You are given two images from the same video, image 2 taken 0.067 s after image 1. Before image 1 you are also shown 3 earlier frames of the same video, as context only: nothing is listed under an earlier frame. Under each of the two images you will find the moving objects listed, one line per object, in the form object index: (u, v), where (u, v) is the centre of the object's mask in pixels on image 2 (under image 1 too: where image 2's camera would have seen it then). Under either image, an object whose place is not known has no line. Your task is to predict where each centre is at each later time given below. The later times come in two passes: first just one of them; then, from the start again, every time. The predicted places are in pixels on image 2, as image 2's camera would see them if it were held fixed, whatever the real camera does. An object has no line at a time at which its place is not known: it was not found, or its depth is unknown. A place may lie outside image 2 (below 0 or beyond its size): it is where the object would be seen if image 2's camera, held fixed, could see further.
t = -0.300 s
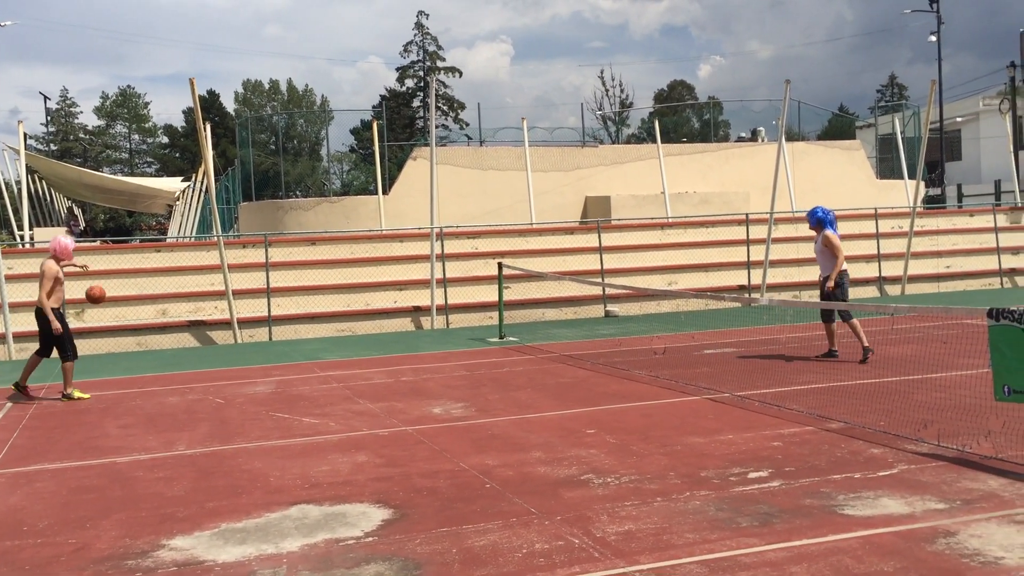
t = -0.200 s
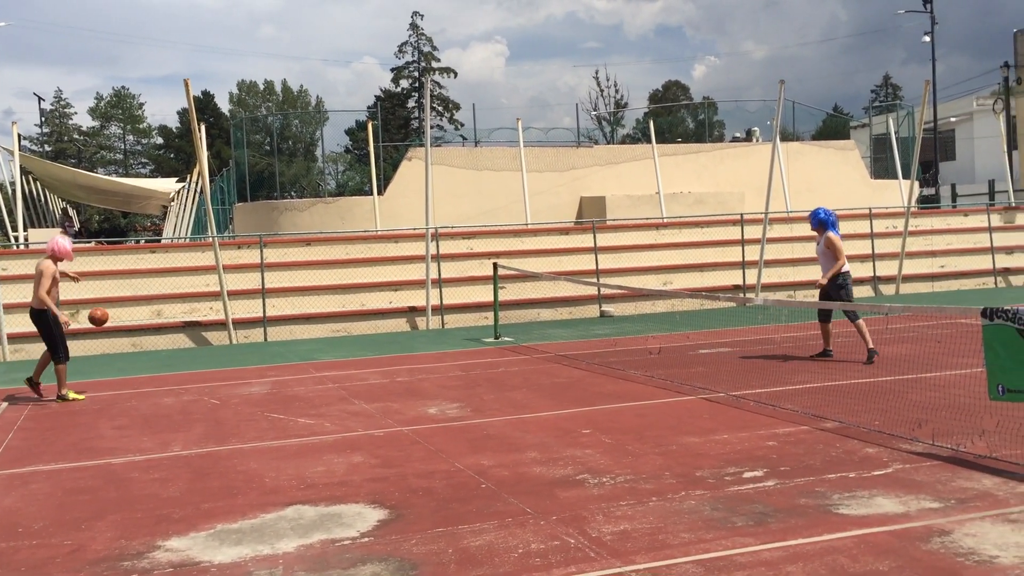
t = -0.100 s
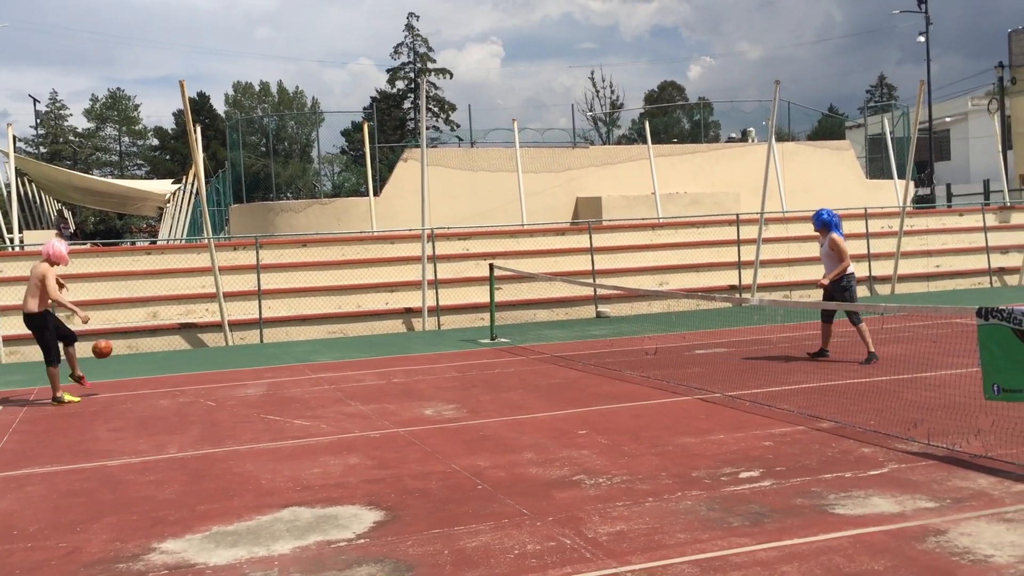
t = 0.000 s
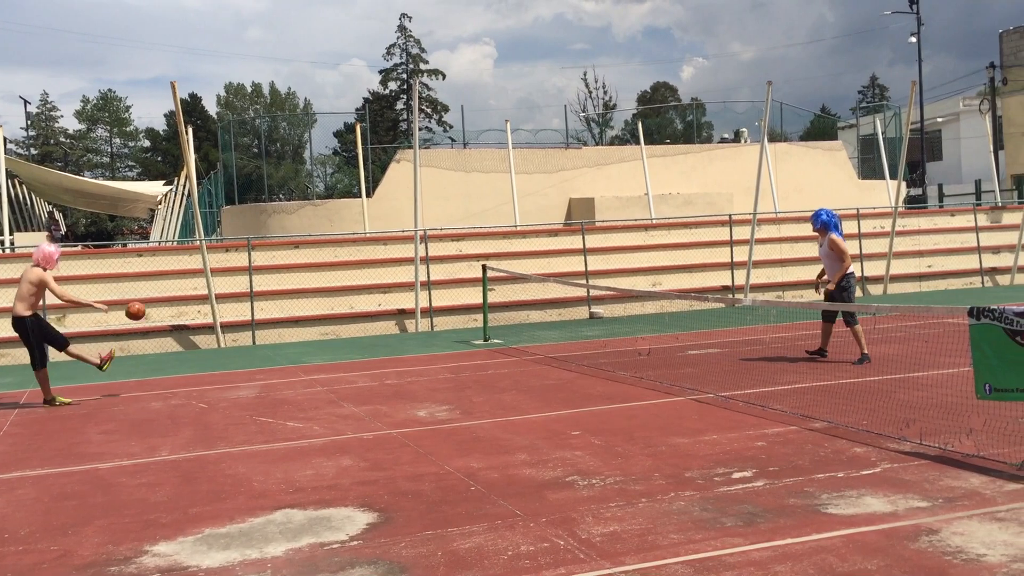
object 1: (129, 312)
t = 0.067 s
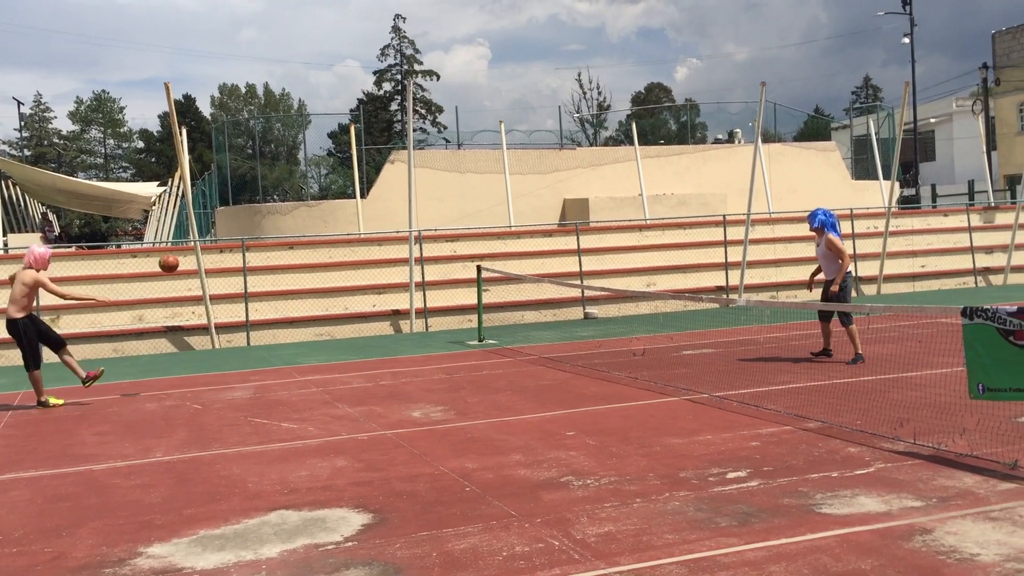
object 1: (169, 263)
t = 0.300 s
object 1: (308, 123)
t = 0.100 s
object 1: (188, 240)
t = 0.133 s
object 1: (208, 218)
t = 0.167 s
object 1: (228, 197)
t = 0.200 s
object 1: (248, 177)
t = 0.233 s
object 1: (267, 158)
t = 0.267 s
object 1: (288, 139)
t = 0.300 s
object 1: (308, 123)
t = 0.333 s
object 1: (328, 106)
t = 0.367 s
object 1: (349, 91)
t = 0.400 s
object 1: (369, 76)
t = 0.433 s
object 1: (391, 62)
